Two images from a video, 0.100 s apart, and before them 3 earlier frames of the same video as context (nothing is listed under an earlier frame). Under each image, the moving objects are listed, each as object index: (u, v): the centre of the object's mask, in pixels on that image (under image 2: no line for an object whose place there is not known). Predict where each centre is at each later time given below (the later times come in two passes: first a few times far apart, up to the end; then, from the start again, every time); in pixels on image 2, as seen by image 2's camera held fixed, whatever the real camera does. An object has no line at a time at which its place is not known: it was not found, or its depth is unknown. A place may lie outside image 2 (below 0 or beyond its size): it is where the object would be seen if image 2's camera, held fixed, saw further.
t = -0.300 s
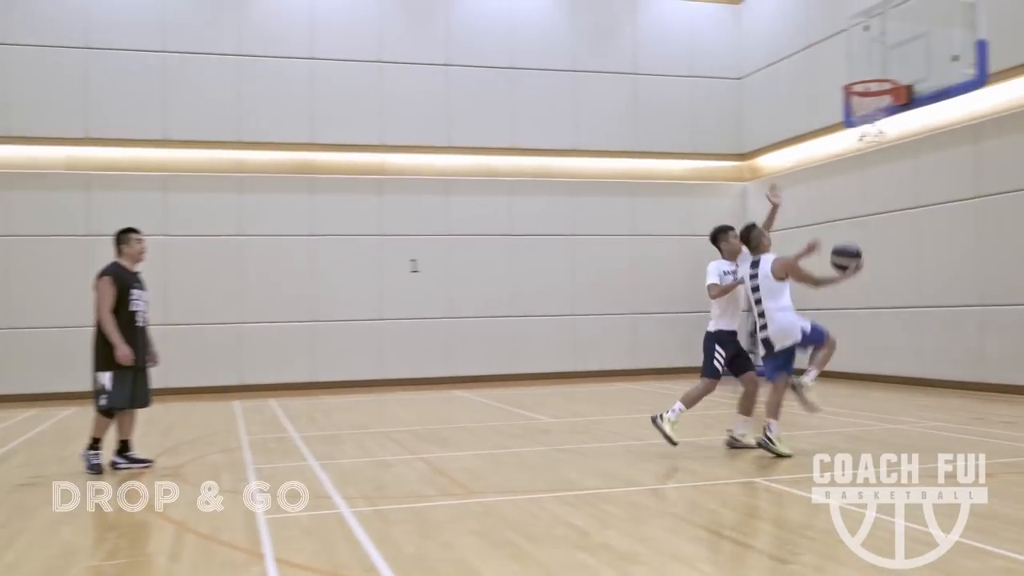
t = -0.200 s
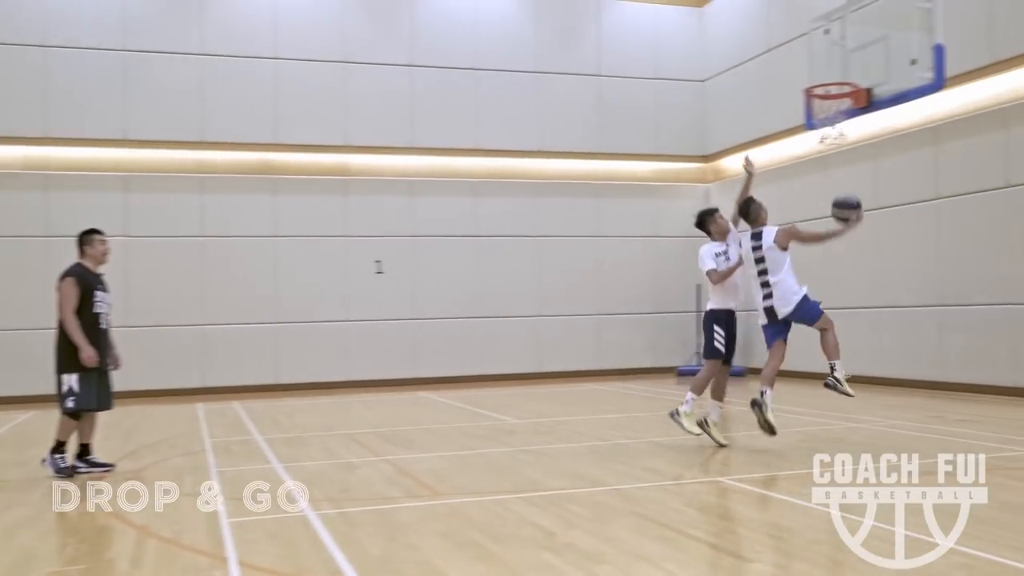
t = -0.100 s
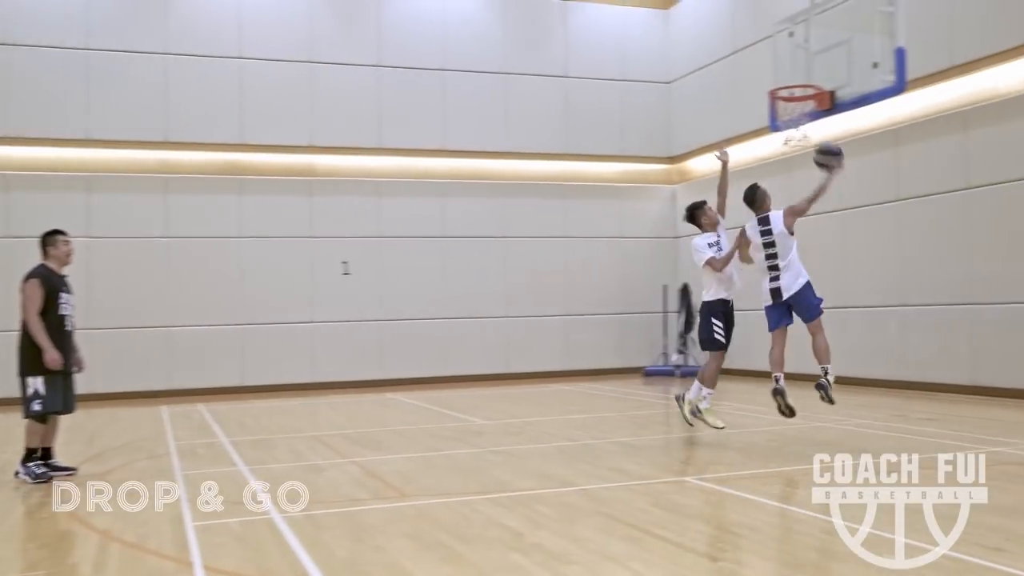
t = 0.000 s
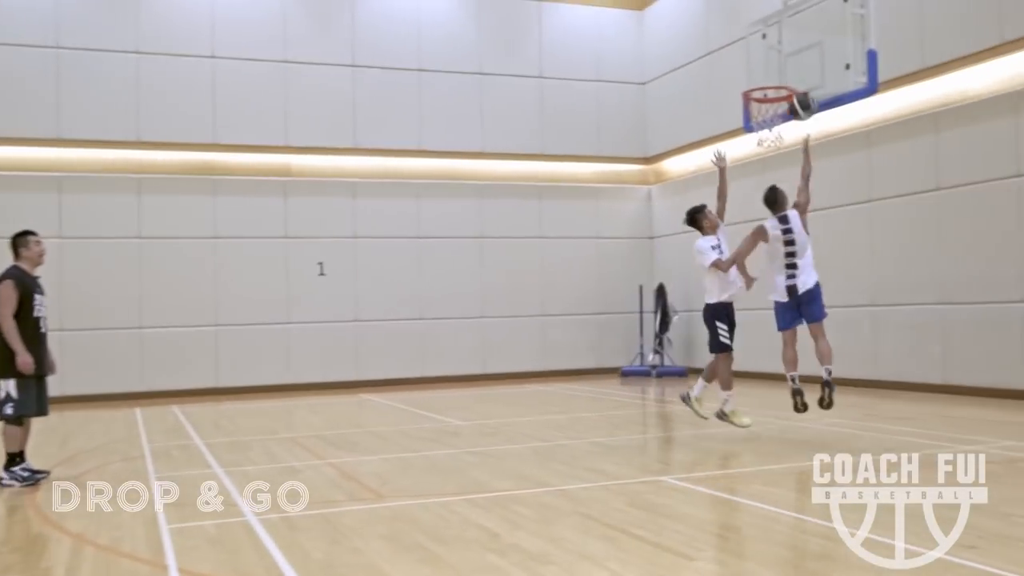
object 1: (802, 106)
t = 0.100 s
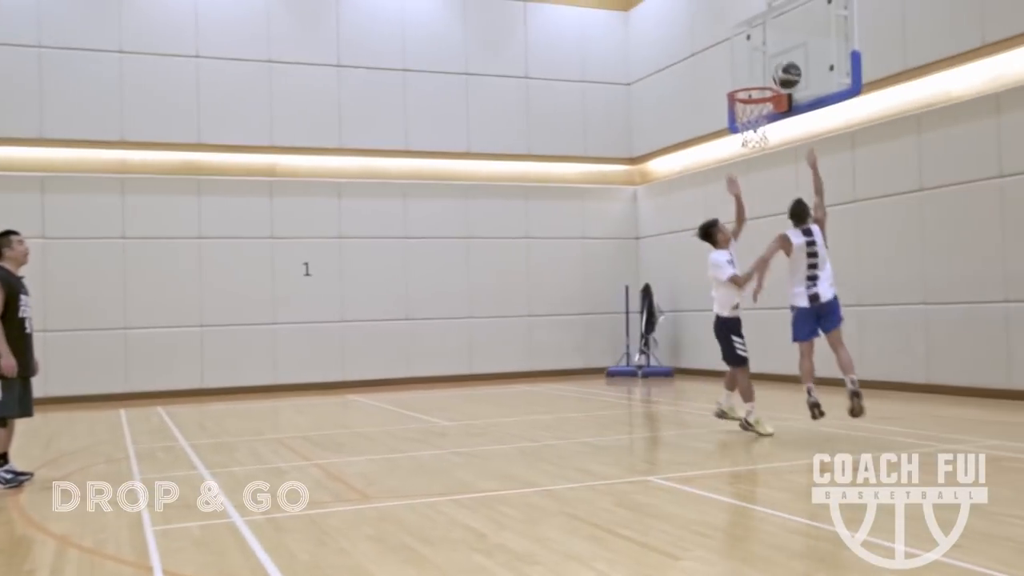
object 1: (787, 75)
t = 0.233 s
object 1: (787, 50)
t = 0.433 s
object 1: (784, 46)
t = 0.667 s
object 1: (739, 72)
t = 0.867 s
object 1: (717, 78)
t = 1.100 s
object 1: (696, 107)
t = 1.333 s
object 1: (679, 189)
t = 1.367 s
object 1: (677, 206)
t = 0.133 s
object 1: (788, 68)
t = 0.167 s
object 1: (787, 60)
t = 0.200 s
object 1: (787, 55)
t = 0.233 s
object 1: (787, 50)
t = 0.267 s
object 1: (788, 47)
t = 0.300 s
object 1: (788, 45)
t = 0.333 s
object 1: (789, 45)
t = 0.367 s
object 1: (789, 45)
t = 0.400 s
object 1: (789, 46)
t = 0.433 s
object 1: (784, 46)
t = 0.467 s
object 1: (777, 46)
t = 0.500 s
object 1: (771, 48)
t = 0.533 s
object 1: (764, 51)
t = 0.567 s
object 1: (758, 54)
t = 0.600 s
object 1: (753, 59)
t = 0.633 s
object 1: (746, 66)
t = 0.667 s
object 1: (739, 72)
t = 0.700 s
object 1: (733, 80)
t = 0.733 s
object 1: (728, 84)
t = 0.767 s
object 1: (726, 81)
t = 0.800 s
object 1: (723, 79)
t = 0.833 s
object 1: (720, 78)
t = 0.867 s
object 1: (717, 78)
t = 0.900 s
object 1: (714, 79)
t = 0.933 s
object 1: (711, 80)
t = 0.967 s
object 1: (708, 83)
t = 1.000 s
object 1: (705, 87)
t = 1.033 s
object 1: (702, 93)
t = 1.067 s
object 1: (700, 100)
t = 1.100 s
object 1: (696, 107)
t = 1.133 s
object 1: (694, 115)
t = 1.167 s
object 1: (691, 125)
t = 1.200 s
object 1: (688, 135)
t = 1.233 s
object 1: (686, 146)
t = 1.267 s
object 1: (683, 160)
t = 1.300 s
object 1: (681, 175)
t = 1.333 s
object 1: (679, 189)
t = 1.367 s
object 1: (677, 206)
